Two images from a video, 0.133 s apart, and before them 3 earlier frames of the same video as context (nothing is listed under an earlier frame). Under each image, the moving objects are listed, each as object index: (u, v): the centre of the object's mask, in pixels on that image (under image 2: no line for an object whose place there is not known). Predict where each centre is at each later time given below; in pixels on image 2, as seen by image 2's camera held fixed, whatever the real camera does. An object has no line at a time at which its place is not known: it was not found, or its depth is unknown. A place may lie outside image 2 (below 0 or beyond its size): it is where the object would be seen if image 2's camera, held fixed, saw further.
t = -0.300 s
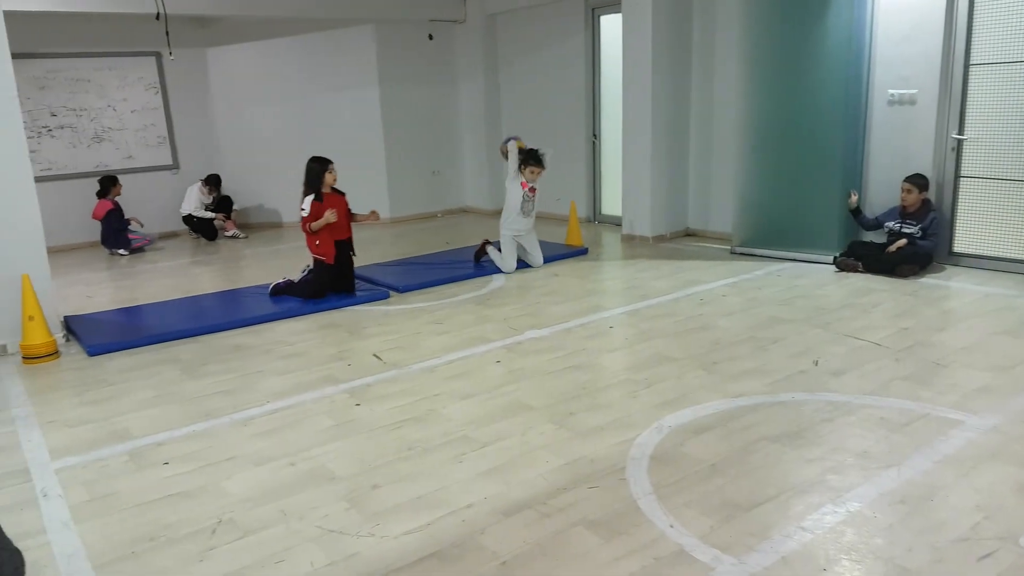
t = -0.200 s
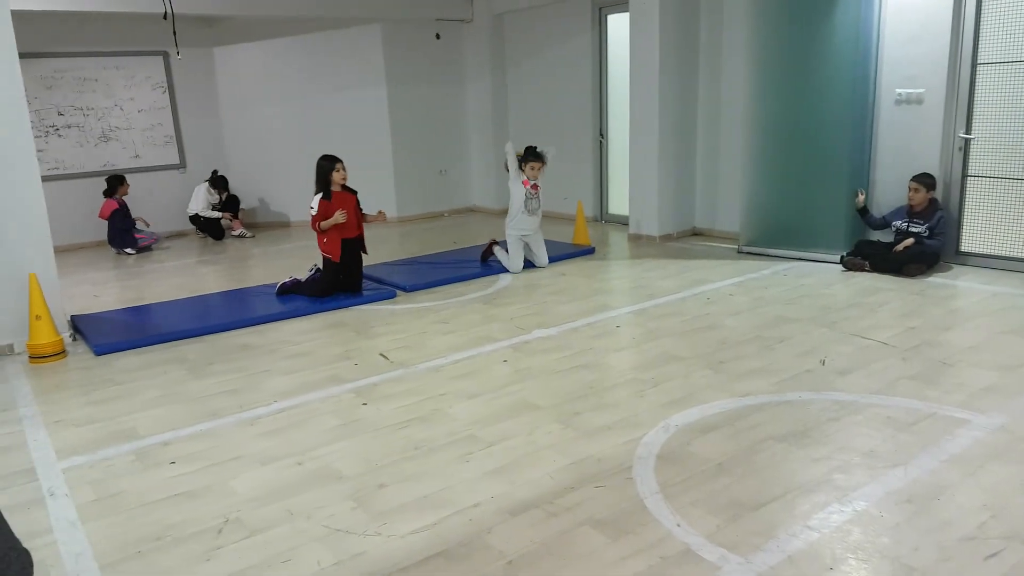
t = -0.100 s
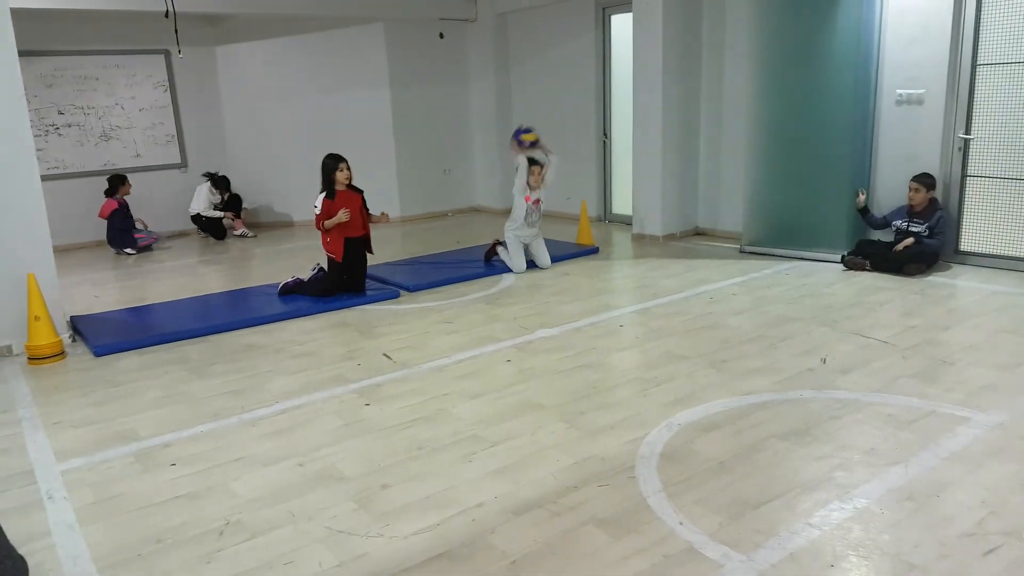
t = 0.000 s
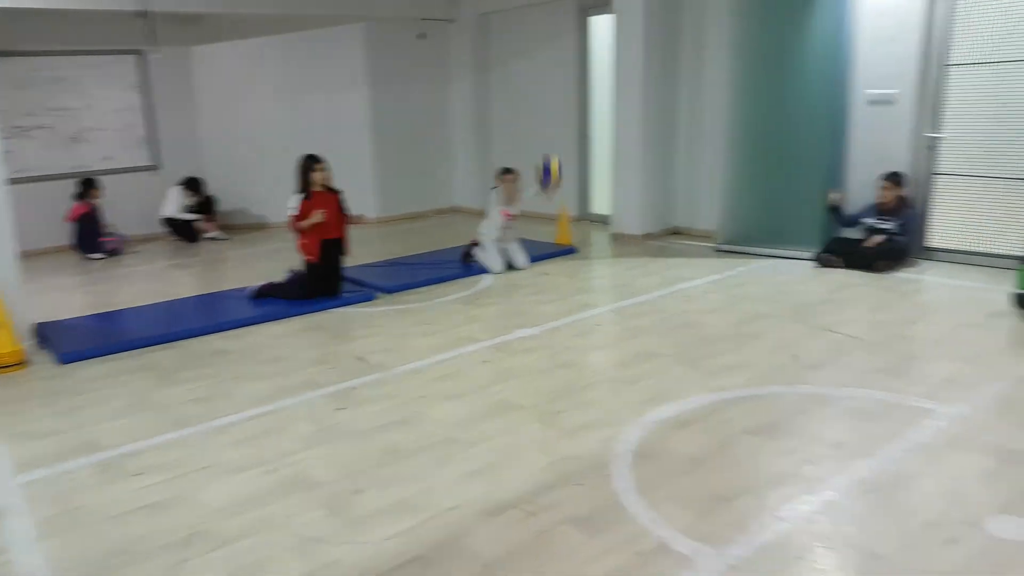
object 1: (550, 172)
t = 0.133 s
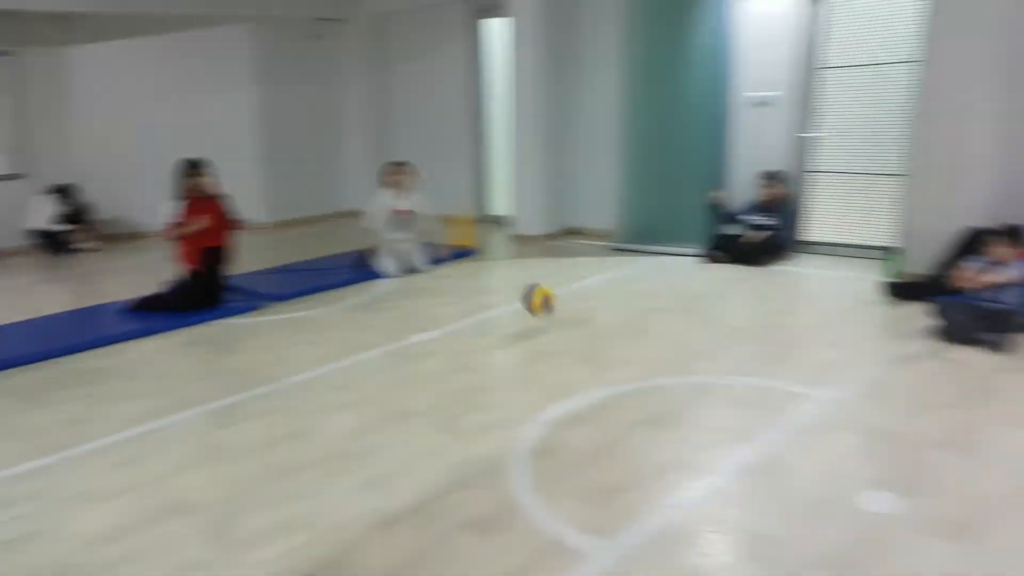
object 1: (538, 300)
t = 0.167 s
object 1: (552, 276)
